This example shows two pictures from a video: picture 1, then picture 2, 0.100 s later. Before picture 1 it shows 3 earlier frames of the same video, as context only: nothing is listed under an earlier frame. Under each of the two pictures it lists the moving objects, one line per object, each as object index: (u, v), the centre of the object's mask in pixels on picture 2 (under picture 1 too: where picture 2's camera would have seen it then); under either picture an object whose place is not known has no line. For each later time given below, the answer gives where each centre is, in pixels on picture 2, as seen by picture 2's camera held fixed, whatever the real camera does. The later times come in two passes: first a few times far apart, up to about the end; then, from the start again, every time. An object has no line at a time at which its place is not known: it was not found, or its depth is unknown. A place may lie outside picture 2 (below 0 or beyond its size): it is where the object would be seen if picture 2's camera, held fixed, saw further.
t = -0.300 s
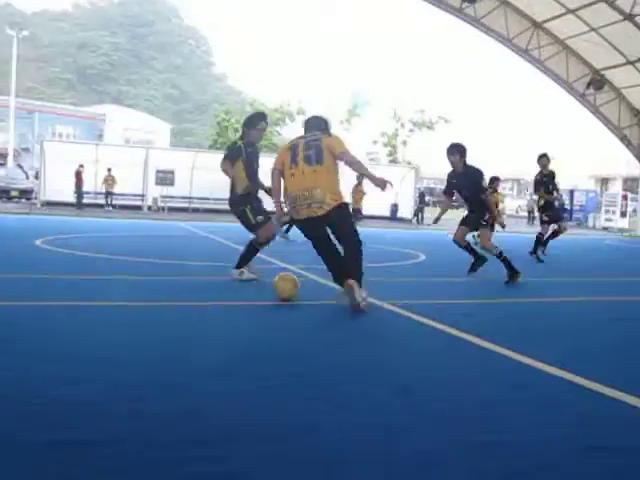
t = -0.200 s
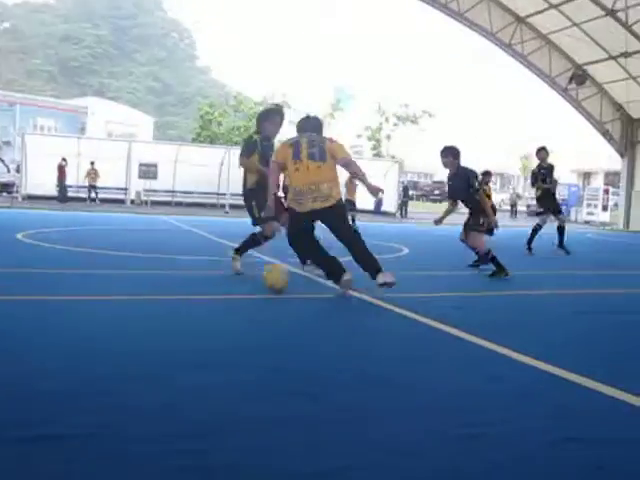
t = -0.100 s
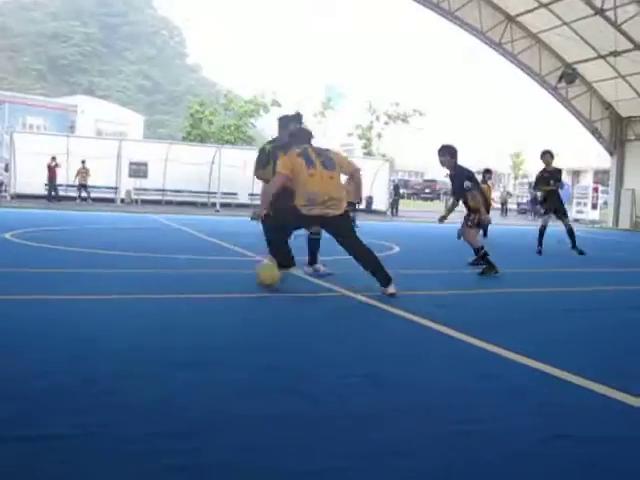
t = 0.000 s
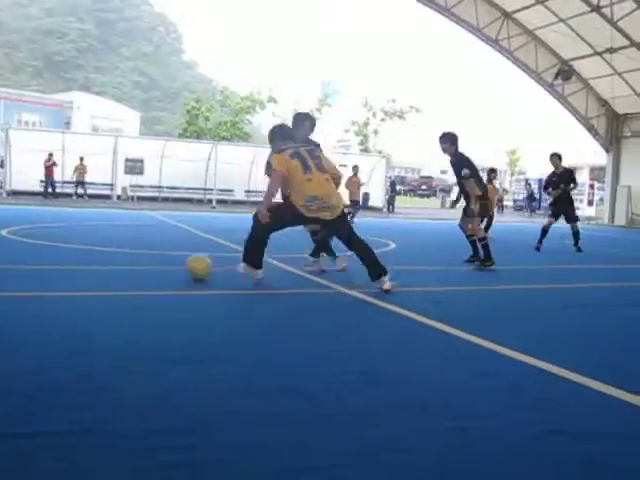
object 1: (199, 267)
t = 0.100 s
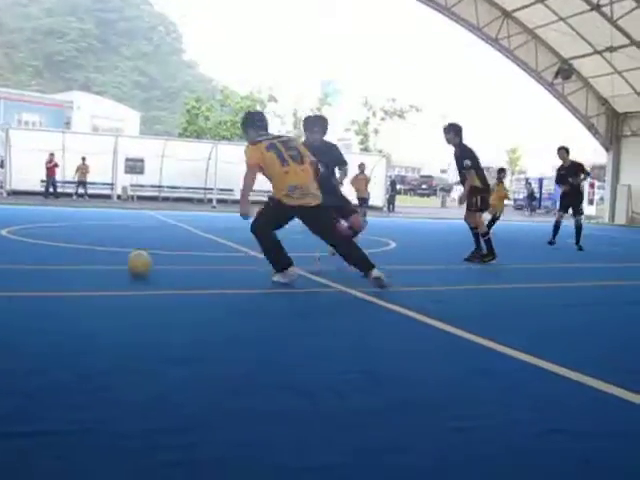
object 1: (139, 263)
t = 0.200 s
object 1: (87, 261)
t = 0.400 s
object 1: (6, 255)
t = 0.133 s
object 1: (120, 263)
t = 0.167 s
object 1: (103, 262)
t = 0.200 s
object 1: (87, 261)
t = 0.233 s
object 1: (72, 261)
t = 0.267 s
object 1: (57, 260)
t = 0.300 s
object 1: (42, 257)
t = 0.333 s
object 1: (29, 257)
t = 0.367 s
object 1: (17, 257)
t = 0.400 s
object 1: (6, 255)
